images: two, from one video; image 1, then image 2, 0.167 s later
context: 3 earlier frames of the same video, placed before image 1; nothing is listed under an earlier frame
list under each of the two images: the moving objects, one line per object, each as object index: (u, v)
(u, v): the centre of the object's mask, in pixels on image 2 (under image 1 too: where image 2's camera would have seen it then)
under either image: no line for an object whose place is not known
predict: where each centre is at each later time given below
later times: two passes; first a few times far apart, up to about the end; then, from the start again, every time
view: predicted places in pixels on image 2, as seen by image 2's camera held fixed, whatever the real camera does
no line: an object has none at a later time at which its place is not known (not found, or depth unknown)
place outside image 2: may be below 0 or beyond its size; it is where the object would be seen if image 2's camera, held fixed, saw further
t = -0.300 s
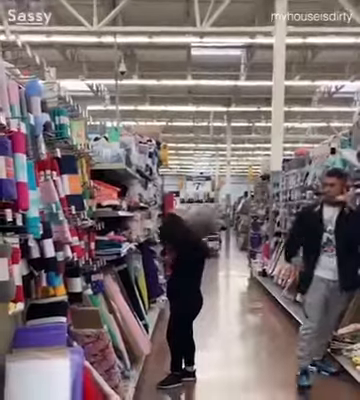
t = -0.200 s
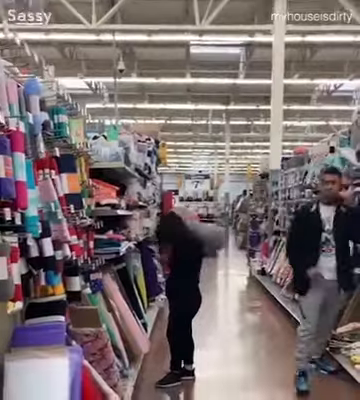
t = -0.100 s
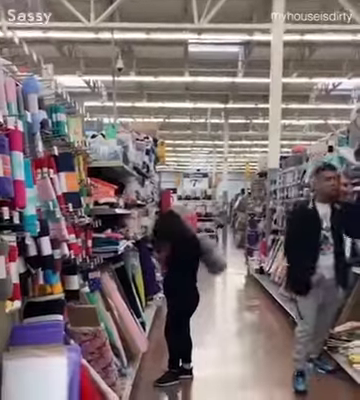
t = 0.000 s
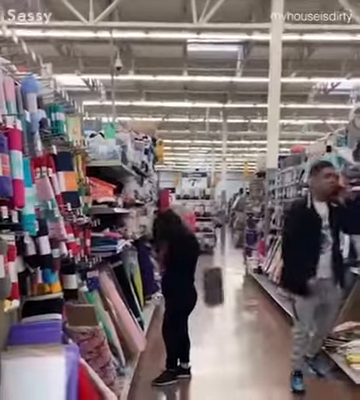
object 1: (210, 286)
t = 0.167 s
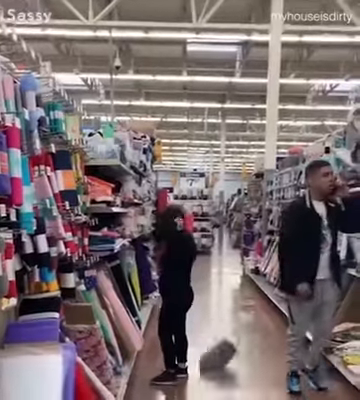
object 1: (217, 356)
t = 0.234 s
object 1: (223, 355)
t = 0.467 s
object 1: (237, 352)
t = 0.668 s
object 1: (241, 351)
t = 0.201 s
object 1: (221, 360)
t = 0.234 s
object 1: (223, 355)
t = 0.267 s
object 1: (226, 353)
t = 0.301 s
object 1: (228, 351)
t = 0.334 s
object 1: (230, 350)
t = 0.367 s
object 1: (232, 350)
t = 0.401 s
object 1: (234, 350)
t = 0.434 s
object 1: (236, 351)
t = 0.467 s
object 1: (237, 352)
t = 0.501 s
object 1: (238, 353)
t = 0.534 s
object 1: (239, 352)
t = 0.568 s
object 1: (240, 351)
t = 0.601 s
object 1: (240, 351)
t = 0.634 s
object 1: (241, 351)
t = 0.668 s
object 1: (241, 351)
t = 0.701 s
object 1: (241, 351)
